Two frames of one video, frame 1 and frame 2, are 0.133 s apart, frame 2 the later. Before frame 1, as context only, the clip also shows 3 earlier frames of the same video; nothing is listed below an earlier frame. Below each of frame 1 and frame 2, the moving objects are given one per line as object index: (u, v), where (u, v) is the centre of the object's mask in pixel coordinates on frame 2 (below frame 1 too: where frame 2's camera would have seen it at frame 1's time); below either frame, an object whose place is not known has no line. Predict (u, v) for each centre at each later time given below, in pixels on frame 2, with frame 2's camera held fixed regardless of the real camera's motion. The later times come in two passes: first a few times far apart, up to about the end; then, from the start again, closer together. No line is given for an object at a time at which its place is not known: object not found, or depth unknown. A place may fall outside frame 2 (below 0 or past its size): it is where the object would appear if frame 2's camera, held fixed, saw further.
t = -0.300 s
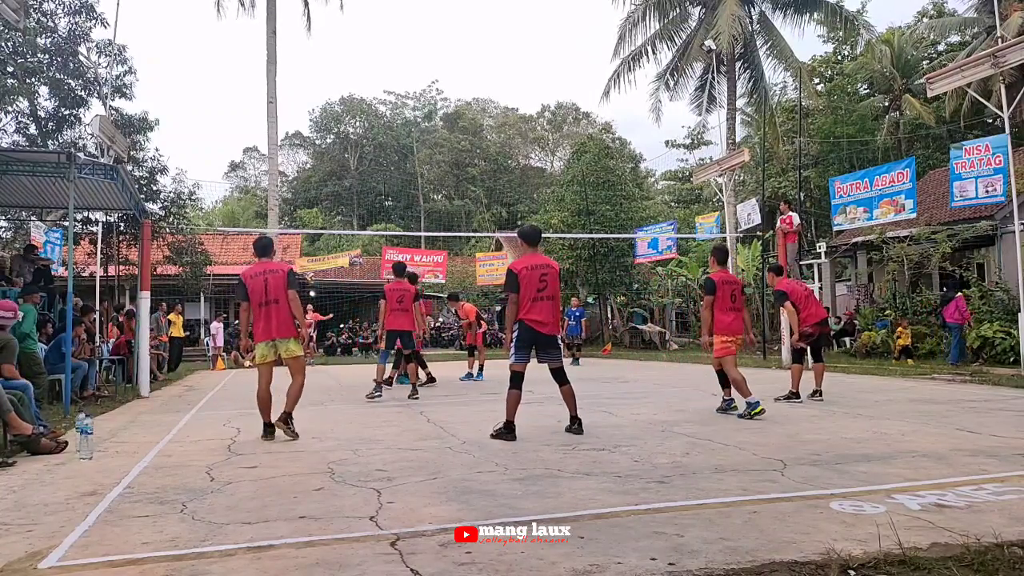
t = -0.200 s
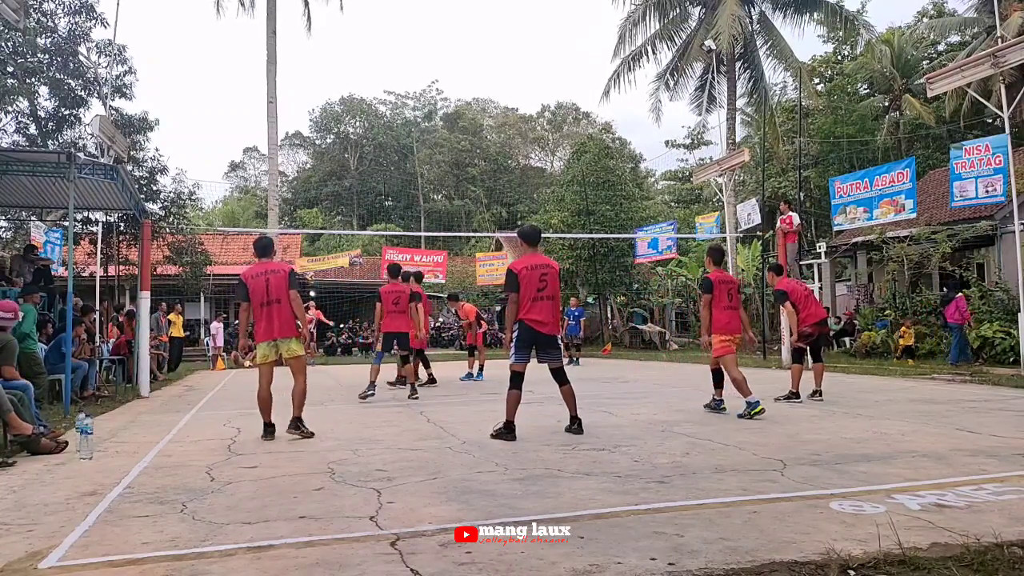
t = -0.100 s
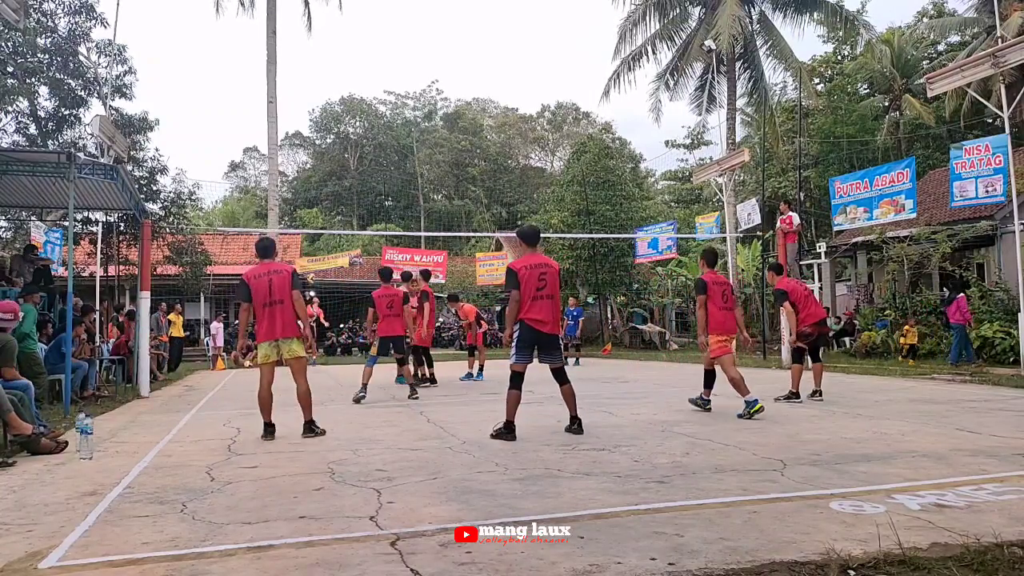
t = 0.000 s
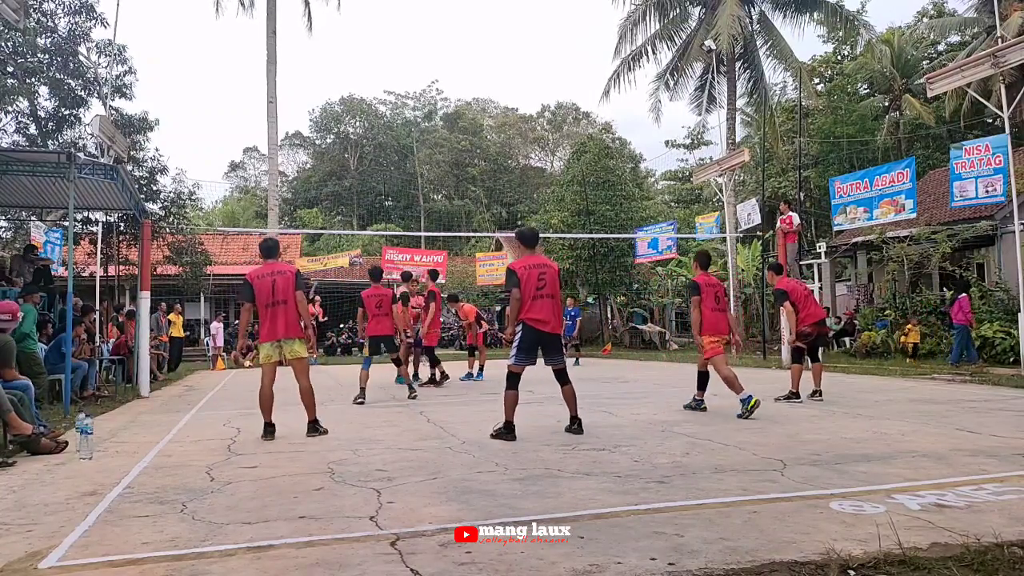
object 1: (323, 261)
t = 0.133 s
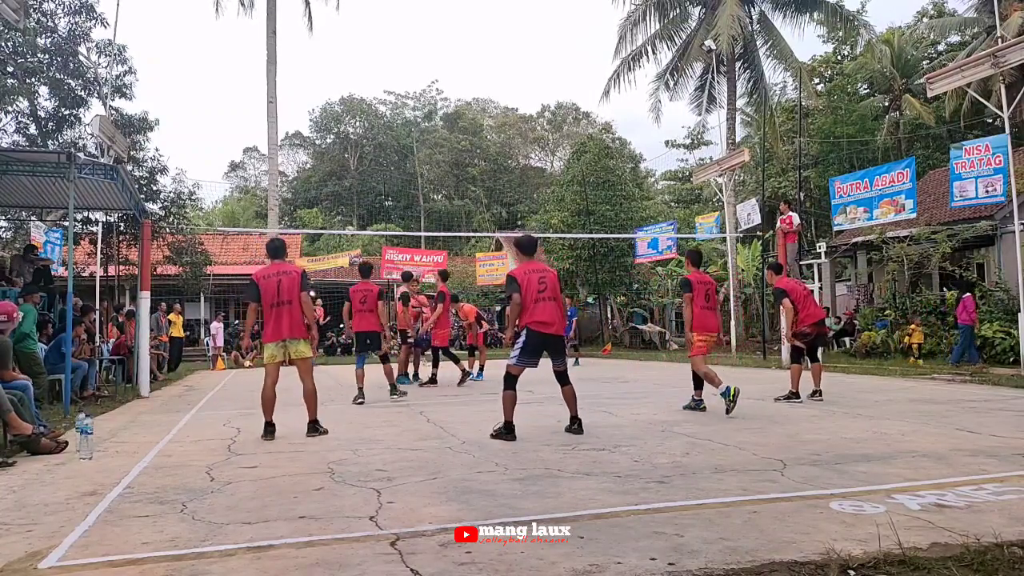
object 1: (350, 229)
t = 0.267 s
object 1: (380, 202)
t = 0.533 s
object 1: (457, 166)
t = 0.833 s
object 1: (576, 166)
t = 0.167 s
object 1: (356, 223)
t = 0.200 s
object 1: (364, 216)
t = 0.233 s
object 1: (372, 209)
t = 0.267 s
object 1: (380, 202)
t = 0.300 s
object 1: (389, 197)
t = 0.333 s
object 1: (398, 191)
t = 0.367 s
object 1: (407, 186)
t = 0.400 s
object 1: (416, 181)
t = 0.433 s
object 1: (426, 176)
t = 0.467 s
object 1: (436, 172)
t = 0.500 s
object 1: (446, 169)
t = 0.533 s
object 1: (457, 166)
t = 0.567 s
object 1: (468, 163)
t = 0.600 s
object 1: (479, 161)
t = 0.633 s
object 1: (492, 160)
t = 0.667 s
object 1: (504, 159)
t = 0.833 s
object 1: (576, 166)
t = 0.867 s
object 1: (593, 170)
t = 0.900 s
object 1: (610, 175)
